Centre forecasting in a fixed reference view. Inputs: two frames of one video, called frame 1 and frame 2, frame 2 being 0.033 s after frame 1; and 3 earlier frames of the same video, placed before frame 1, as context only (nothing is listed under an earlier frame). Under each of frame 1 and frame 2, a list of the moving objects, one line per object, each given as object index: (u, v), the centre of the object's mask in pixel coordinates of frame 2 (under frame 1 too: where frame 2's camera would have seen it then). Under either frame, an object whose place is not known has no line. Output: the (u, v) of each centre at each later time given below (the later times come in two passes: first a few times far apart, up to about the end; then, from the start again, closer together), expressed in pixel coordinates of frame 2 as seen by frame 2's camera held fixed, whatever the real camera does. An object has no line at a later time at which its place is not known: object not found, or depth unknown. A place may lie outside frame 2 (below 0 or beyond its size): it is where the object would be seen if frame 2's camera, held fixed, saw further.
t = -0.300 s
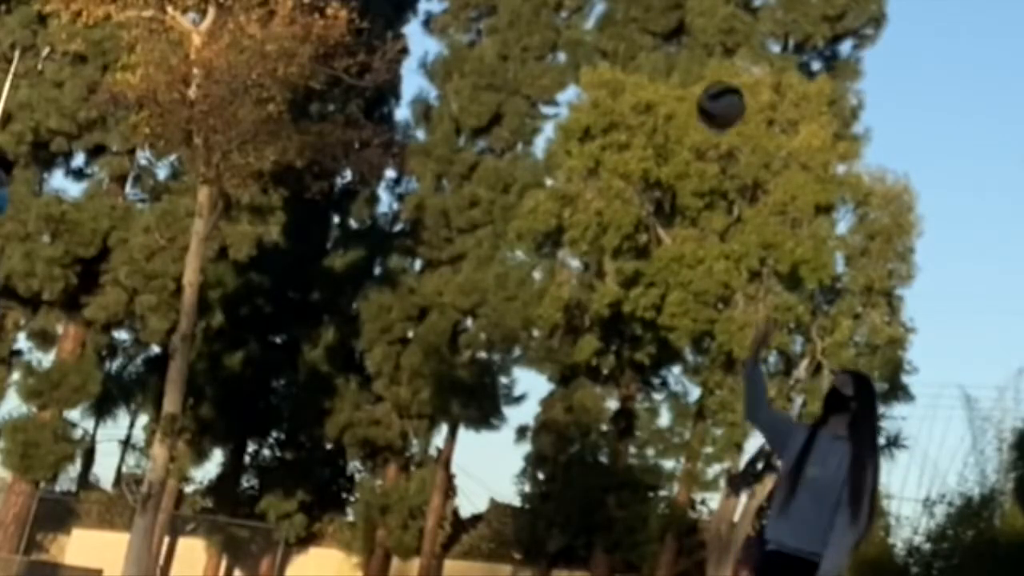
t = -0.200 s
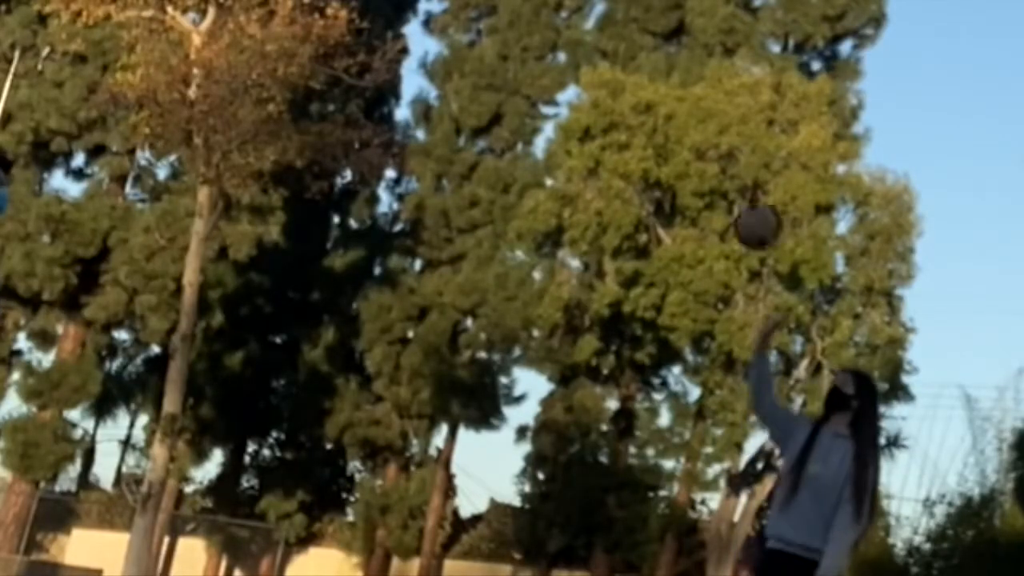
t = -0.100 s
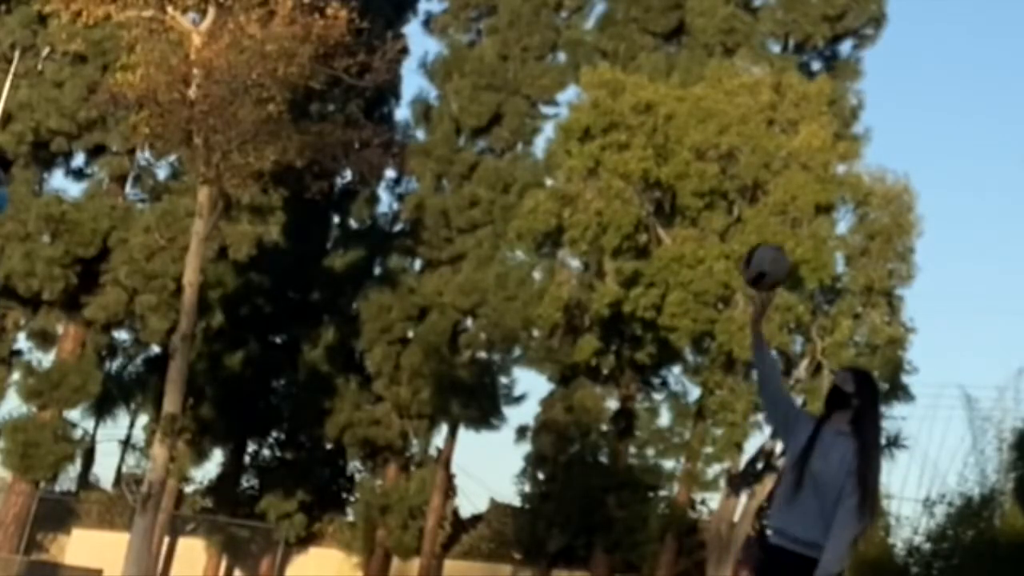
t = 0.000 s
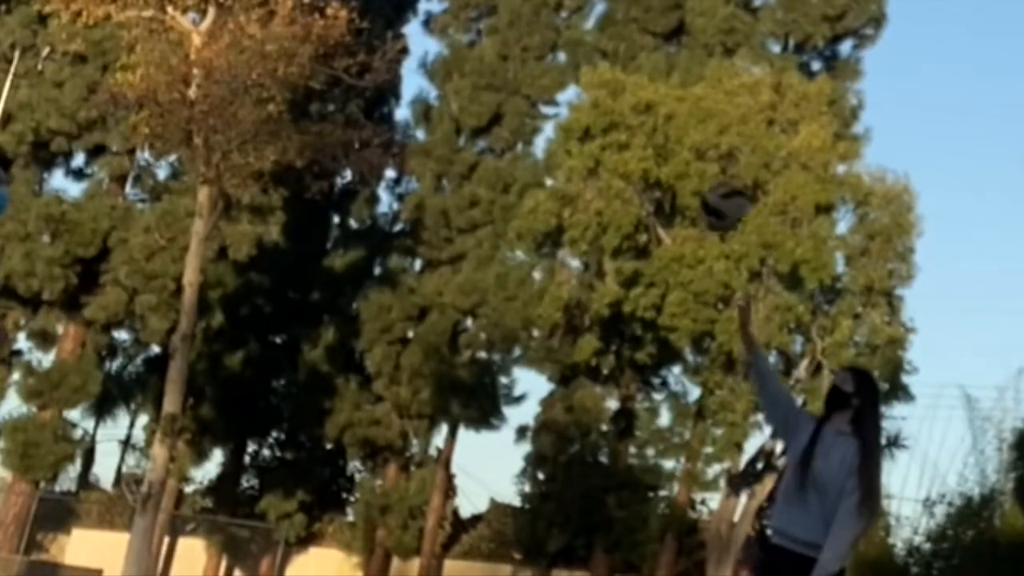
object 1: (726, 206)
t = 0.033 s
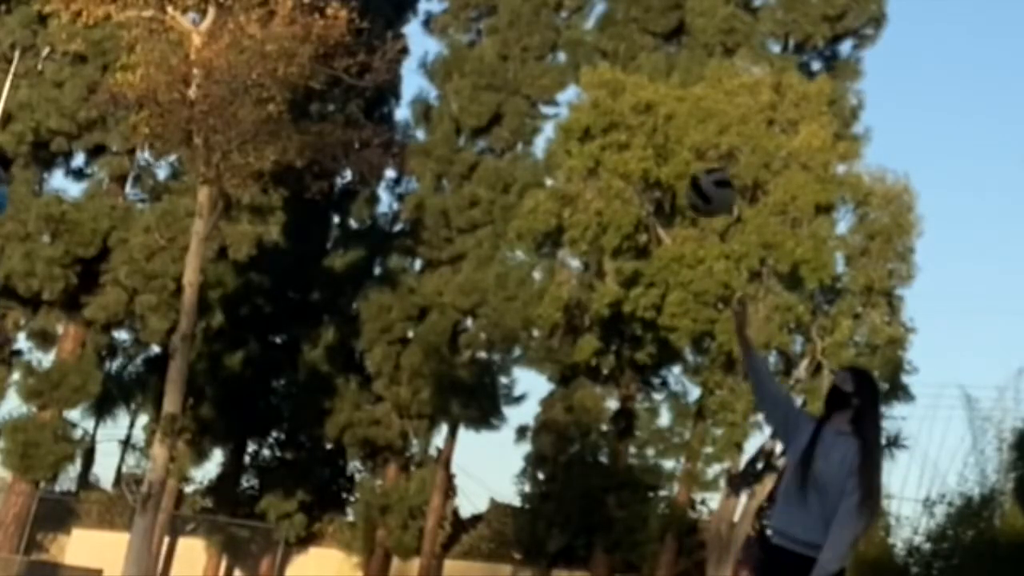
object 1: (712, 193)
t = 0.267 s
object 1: (596, 160)
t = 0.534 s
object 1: (428, 291)
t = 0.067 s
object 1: (695, 181)
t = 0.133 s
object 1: (663, 165)
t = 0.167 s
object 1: (648, 160)
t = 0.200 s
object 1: (630, 156)
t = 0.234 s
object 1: (614, 158)
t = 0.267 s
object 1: (596, 160)
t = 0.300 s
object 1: (578, 167)
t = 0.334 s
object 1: (559, 177)
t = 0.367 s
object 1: (538, 188)
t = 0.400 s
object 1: (521, 202)
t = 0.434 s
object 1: (499, 221)
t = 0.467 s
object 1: (476, 243)
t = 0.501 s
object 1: (451, 265)
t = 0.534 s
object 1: (428, 291)
